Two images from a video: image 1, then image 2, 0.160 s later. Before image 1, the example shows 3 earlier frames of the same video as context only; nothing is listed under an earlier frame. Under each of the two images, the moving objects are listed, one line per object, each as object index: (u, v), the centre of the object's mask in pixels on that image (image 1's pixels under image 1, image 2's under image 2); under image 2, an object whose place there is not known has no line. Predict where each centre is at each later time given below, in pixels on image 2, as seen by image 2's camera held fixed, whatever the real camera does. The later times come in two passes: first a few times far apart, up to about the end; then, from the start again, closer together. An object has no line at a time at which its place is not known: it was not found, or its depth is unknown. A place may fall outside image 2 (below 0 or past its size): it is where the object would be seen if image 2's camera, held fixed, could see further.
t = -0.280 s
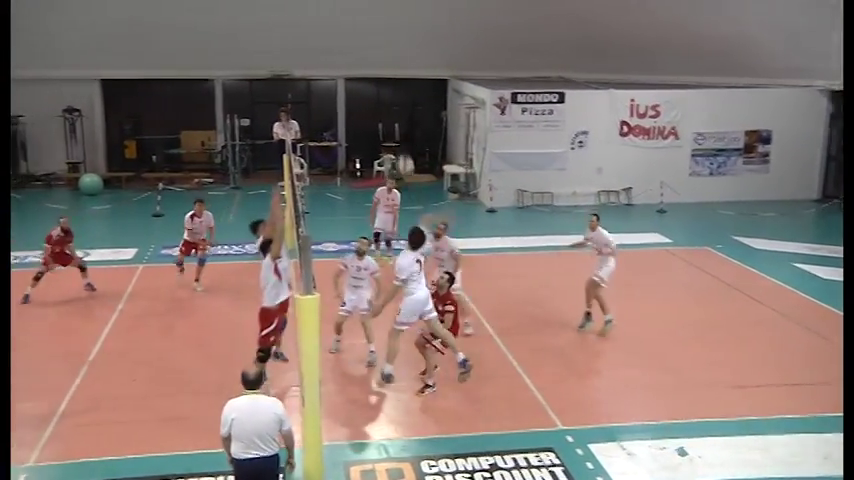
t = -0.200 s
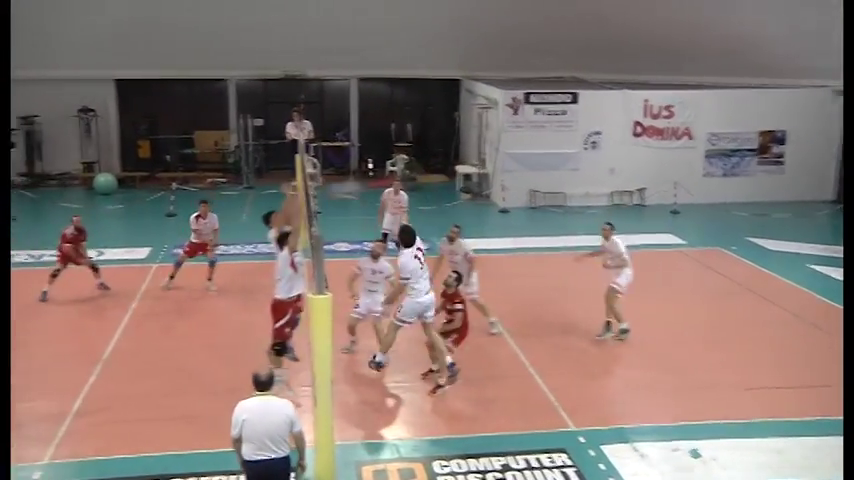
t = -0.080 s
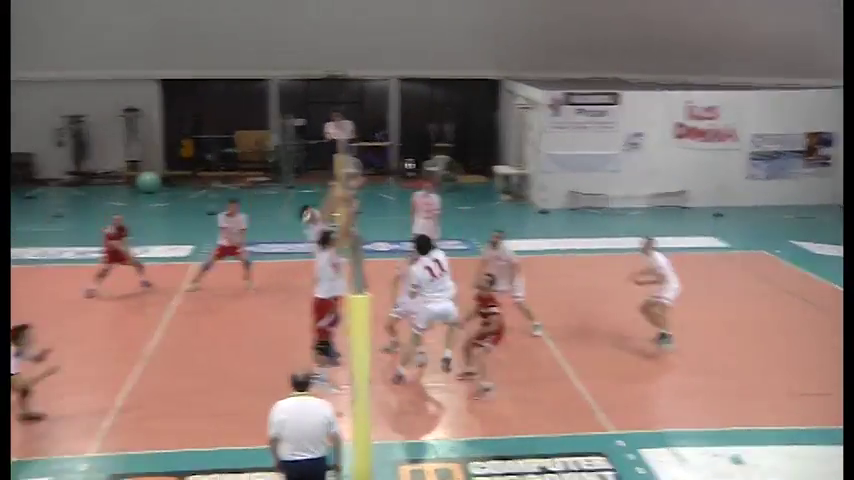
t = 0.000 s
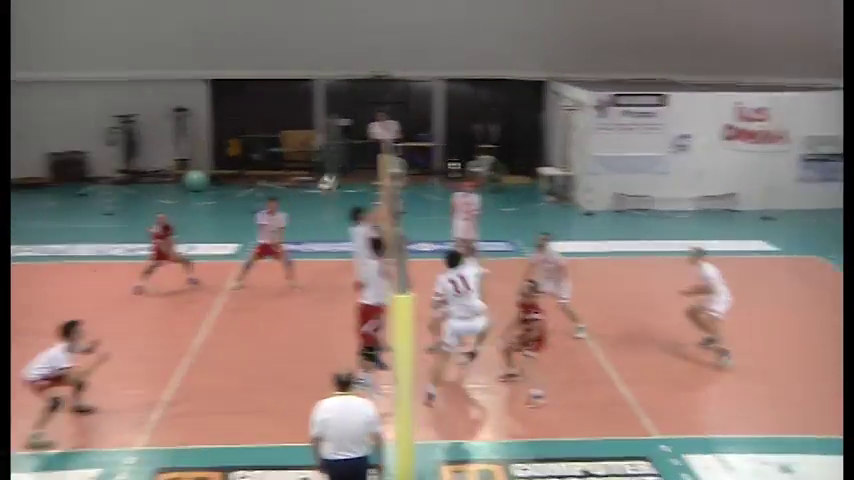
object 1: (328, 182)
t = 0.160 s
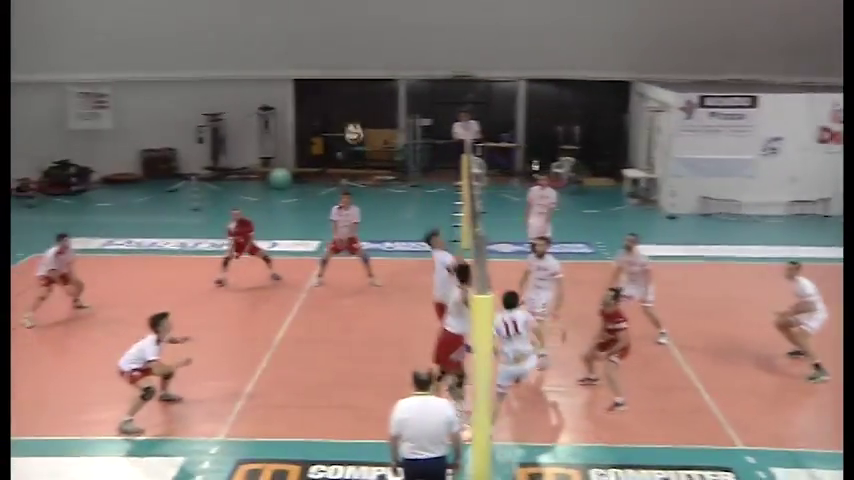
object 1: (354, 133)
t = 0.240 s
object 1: (326, 116)
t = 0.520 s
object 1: (233, 100)
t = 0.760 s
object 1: (161, 146)
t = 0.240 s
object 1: (326, 116)
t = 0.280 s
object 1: (313, 110)
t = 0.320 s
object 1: (301, 105)
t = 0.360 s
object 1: (286, 101)
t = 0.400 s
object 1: (273, 101)
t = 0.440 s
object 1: (263, 102)
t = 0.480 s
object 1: (248, 99)
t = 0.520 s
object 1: (233, 100)
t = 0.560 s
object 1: (221, 106)
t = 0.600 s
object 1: (210, 112)
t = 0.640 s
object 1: (200, 117)
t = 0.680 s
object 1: (184, 125)
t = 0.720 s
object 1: (172, 135)
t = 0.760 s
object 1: (161, 146)
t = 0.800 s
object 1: (151, 157)
